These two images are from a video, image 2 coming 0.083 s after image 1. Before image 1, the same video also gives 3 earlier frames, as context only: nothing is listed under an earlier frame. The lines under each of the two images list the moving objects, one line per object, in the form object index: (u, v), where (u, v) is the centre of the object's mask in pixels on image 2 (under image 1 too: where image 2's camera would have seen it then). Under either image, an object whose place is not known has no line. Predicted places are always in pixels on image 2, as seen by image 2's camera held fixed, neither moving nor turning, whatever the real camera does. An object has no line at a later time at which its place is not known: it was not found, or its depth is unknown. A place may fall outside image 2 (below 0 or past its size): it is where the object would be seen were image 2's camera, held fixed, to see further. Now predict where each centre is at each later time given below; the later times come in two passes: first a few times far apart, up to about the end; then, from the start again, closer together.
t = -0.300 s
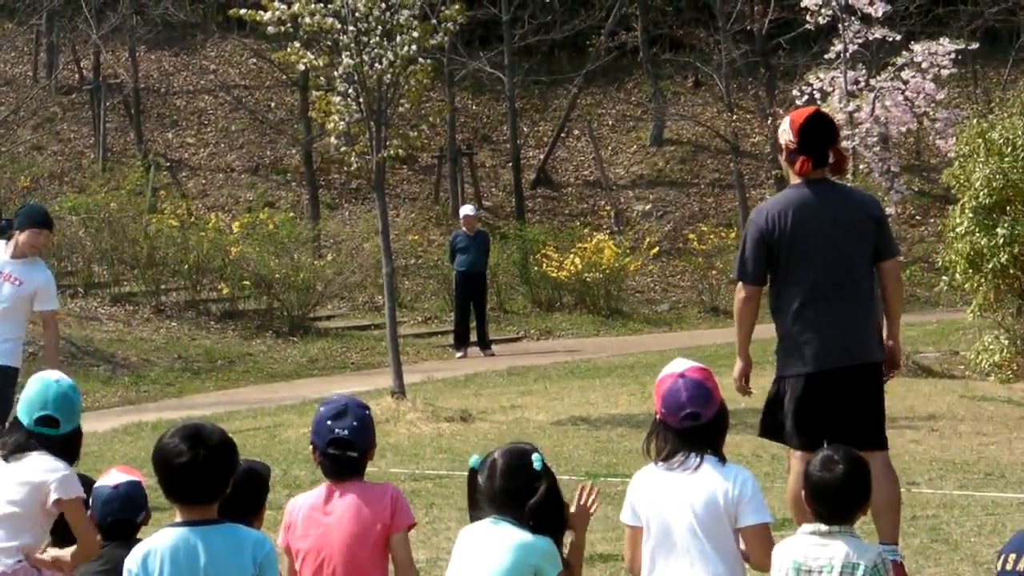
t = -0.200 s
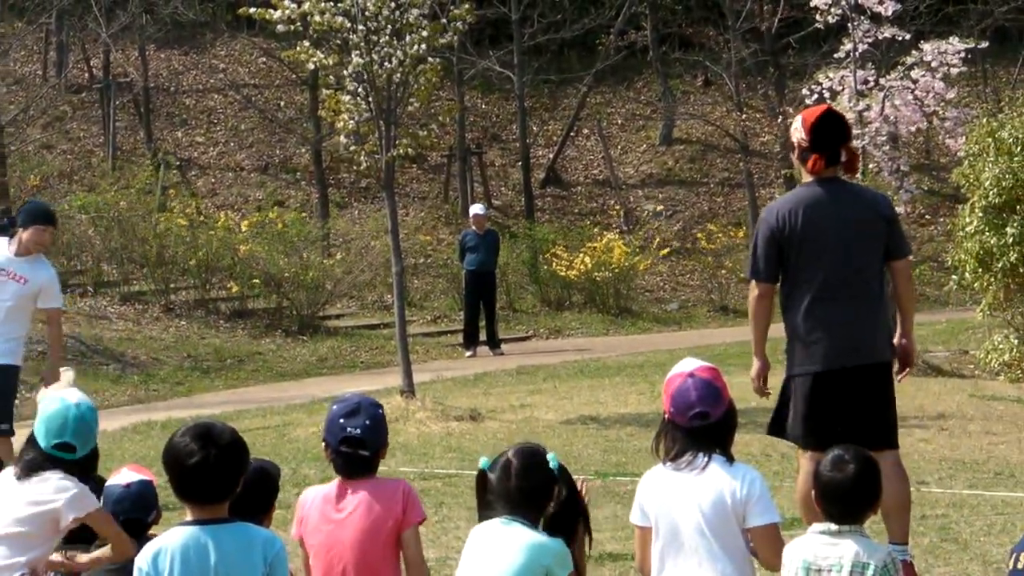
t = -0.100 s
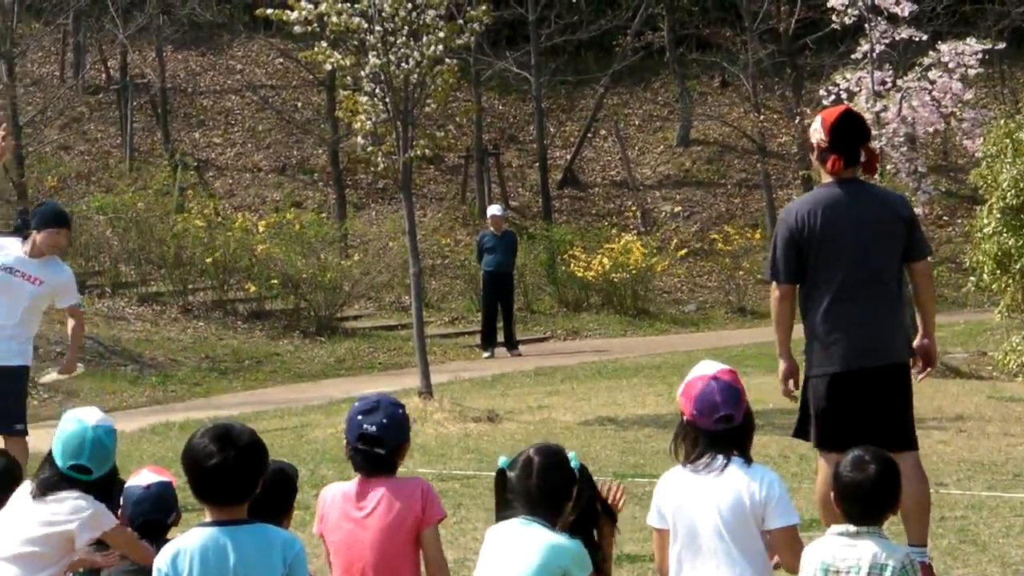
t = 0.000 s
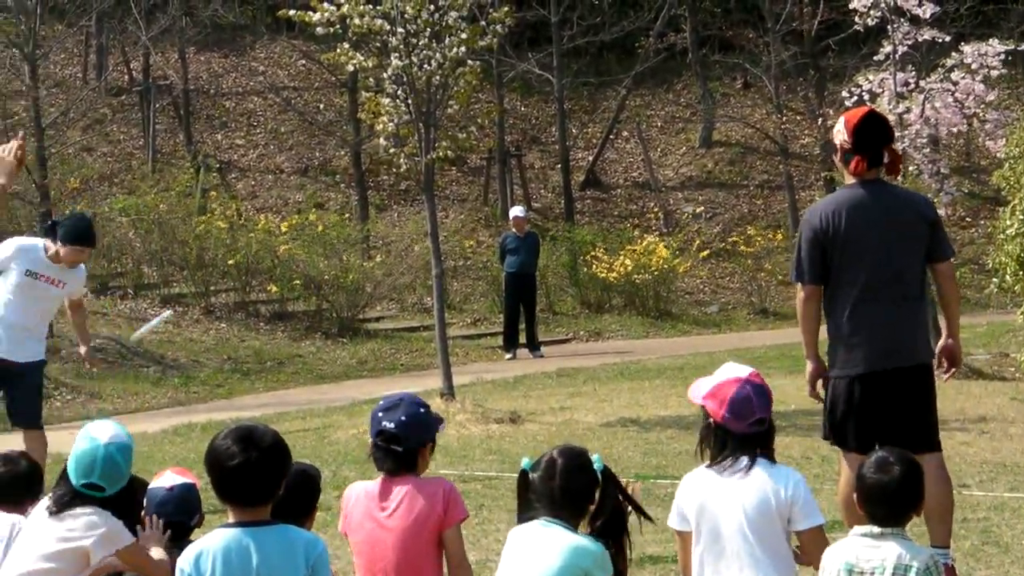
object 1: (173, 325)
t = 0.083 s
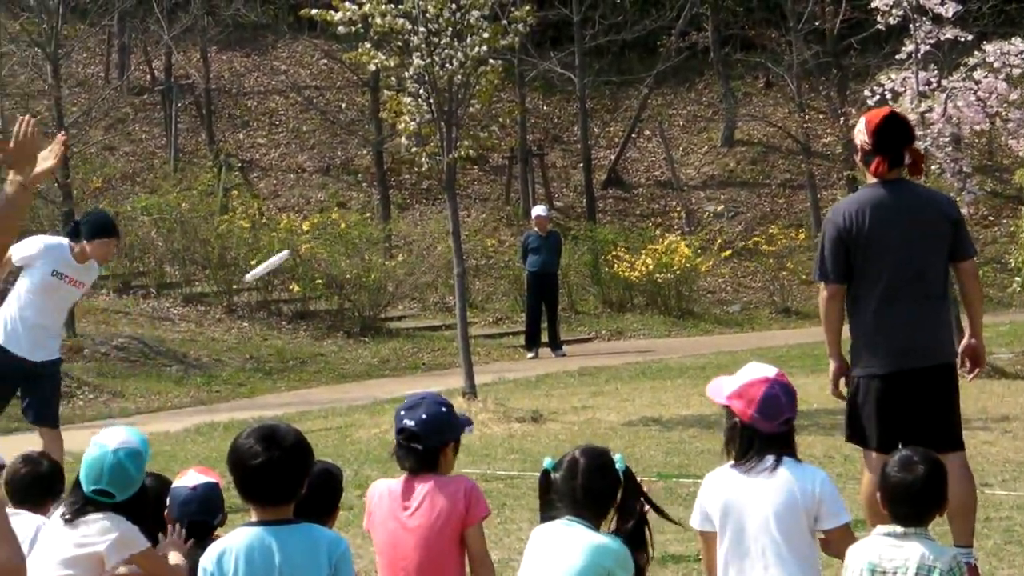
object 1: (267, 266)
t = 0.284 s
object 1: (479, 148)
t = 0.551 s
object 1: (712, 28)
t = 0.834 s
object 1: (921, -36)
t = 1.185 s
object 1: (1143, -33)
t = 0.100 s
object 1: (285, 256)
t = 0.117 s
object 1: (304, 245)
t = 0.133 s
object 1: (323, 235)
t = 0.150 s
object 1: (340, 224)
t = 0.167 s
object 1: (358, 214)
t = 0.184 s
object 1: (375, 204)
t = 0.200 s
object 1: (394, 194)
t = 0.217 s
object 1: (410, 185)
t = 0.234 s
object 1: (428, 175)
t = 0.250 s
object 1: (446, 165)
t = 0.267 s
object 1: (462, 156)
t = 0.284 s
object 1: (479, 148)
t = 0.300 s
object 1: (494, 140)
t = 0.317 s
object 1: (507, 129)
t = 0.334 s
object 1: (522, 121)
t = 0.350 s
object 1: (537, 113)
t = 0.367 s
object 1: (553, 106)
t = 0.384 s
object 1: (568, 96)
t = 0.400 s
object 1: (583, 88)
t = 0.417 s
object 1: (599, 82)
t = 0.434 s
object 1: (612, 73)
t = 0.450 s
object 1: (627, 66)
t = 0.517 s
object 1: (683, 39)
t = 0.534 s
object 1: (698, 32)
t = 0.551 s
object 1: (712, 28)
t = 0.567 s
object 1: (730, 25)
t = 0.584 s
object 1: (741, 15)
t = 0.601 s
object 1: (754, 11)
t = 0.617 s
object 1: (768, 8)
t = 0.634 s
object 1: (781, 2)
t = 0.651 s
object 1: (795, -3)
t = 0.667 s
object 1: (810, -5)
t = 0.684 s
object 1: (821, -14)
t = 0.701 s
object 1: (834, -17)
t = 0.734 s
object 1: (862, -23)
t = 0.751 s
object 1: (869, -23)
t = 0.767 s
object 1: (879, -27)
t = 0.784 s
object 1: (889, -29)
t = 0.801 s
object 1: (900, -31)
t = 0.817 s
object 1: (911, -34)
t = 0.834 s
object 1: (921, -36)
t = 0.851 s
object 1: (931, -37)
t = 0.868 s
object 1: (941, -37)
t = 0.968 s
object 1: (1005, -45)
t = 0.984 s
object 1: (1016, -47)
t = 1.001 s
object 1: (1028, -48)
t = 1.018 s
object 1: (1039, -49)
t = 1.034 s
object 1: (1051, -49)
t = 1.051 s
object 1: (1063, -49)
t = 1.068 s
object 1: (1074, -48)
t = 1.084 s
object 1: (1084, -48)
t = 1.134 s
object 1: (1116, -44)
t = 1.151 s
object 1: (1125, -40)
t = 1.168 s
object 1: (1134, -36)
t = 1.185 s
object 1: (1143, -33)
